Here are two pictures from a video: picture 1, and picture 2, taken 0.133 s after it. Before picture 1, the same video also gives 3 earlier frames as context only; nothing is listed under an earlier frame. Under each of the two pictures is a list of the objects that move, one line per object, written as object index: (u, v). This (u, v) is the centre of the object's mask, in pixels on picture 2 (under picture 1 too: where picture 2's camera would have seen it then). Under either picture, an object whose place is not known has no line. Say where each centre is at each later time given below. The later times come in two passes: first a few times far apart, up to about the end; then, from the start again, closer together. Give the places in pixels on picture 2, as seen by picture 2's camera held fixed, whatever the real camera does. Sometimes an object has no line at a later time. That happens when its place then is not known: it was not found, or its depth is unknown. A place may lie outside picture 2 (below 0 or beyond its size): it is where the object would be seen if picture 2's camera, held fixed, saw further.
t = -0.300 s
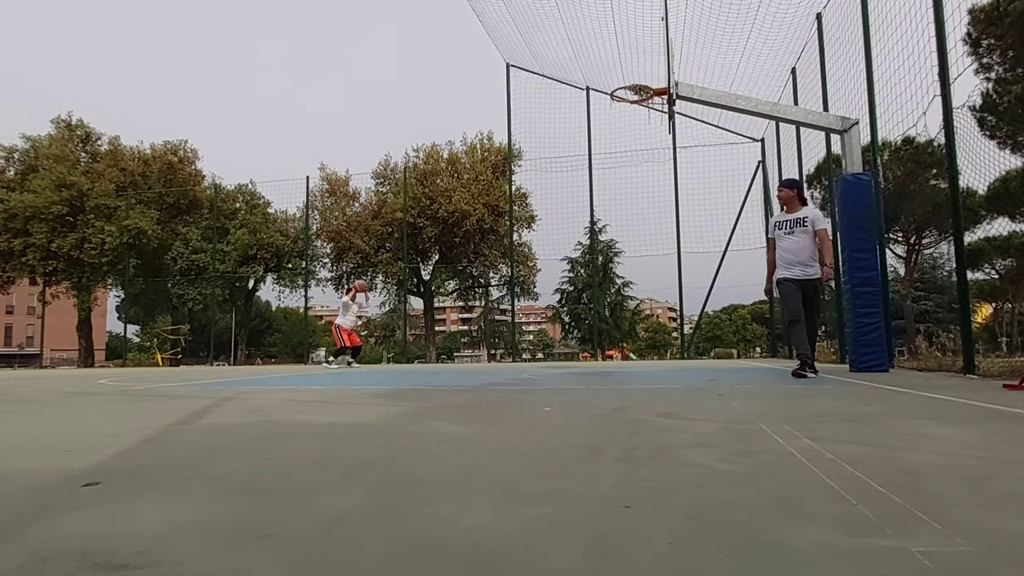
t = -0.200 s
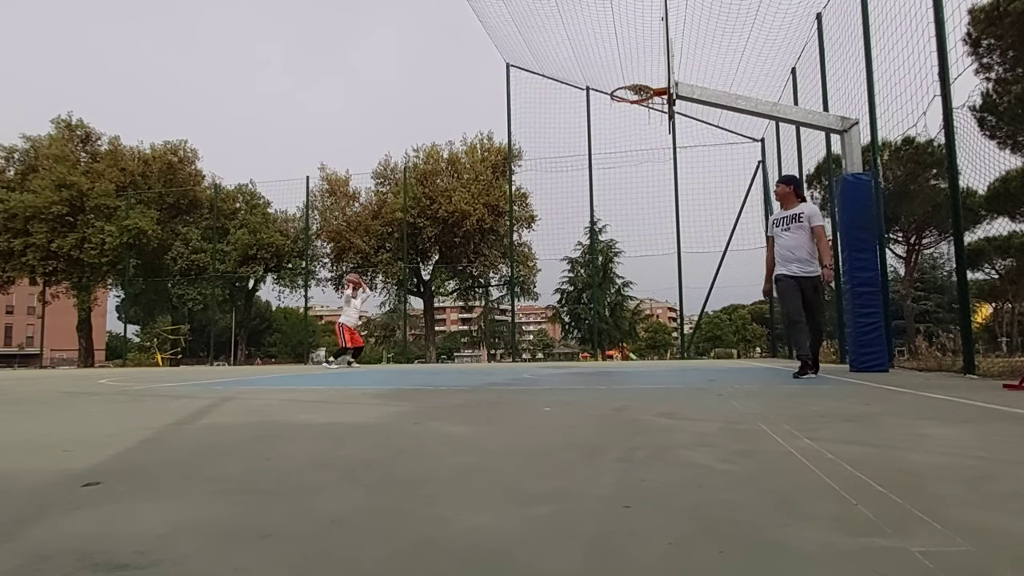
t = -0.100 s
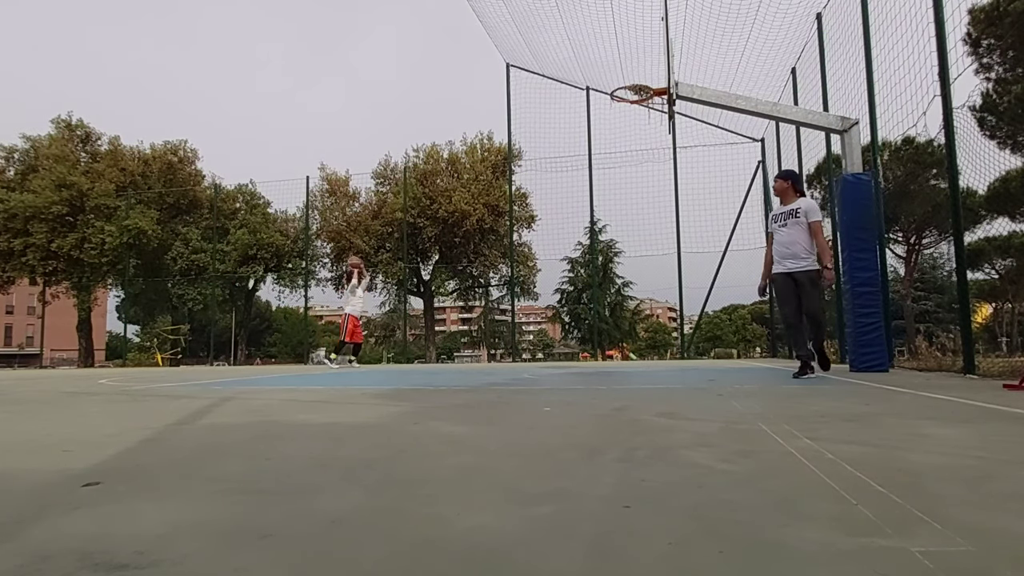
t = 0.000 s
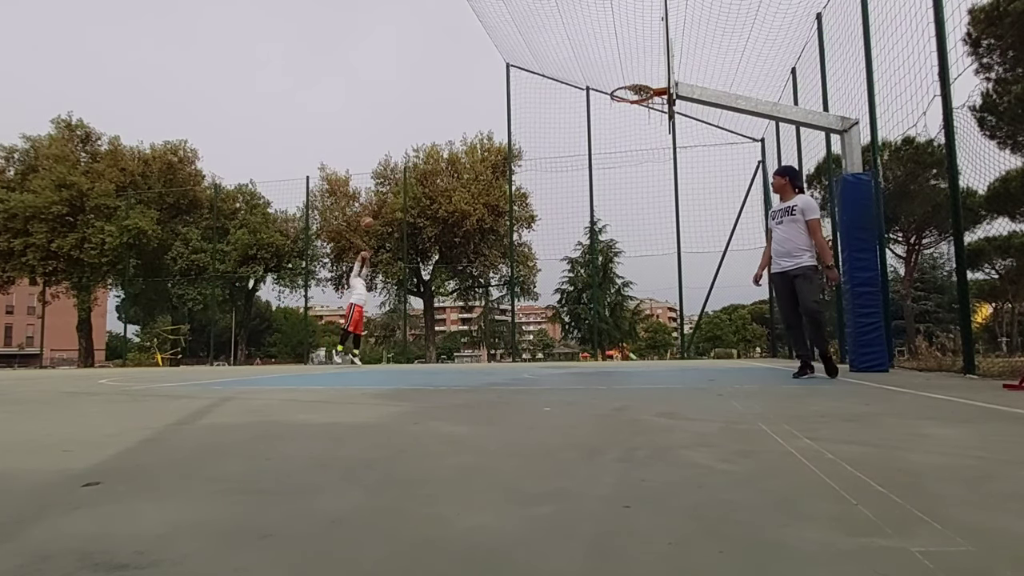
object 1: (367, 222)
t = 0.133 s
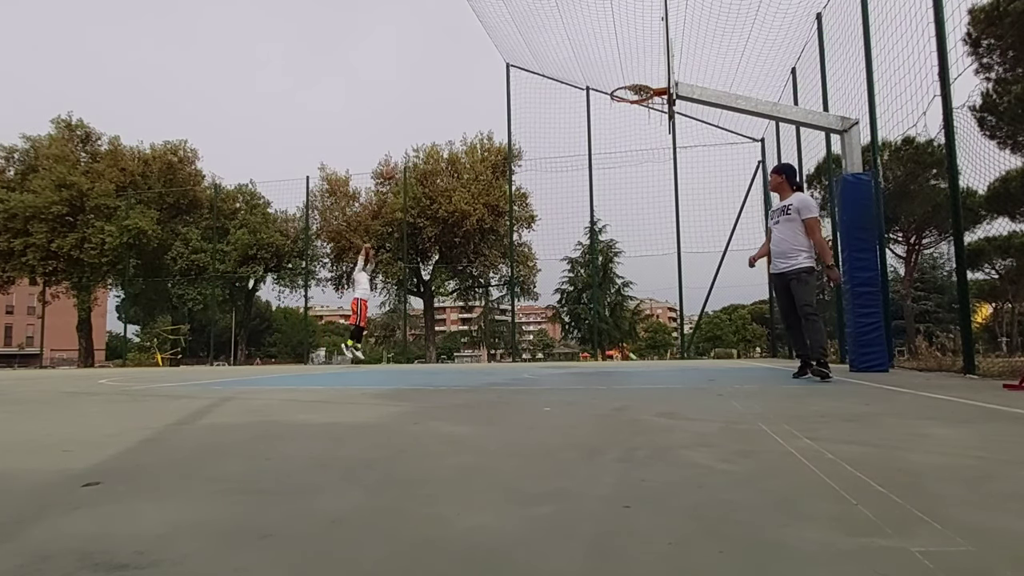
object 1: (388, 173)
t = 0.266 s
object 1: (408, 131)
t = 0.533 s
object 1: (454, 69)
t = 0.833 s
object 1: (518, 43)
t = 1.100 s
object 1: (589, 72)
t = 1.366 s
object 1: (612, 57)
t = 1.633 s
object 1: (615, 57)
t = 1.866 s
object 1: (619, 113)
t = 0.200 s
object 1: (397, 151)
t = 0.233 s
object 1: (402, 141)
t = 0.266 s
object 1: (408, 131)
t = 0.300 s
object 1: (413, 122)
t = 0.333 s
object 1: (419, 112)
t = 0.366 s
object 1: (424, 103)
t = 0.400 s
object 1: (430, 96)
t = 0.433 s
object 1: (435, 88)
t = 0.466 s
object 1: (441, 81)
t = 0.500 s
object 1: (447, 75)
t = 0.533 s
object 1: (454, 69)
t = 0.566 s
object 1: (460, 63)
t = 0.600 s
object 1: (467, 59)
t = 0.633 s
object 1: (473, 55)
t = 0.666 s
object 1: (480, 51)
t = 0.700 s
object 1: (487, 48)
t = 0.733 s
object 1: (494, 46)
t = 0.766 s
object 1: (502, 44)
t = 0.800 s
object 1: (510, 43)
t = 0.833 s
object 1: (518, 43)
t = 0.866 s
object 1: (526, 43)
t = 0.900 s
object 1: (534, 44)
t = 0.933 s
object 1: (542, 47)
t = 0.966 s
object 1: (551, 50)
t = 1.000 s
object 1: (560, 54)
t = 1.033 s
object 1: (569, 59)
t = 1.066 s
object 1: (579, 65)
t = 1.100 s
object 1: (589, 72)
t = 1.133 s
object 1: (599, 80)
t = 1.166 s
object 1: (610, 90)
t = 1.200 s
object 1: (611, 85)
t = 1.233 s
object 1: (611, 77)
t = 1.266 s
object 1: (611, 71)
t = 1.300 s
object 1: (612, 65)
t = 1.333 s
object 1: (612, 61)
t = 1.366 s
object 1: (612, 57)
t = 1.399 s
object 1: (612, 54)
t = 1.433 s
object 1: (612, 52)
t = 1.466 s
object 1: (612, 50)
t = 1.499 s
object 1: (613, 50)
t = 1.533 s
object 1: (613, 50)
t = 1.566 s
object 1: (613, 51)
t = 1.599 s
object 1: (614, 54)
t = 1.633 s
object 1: (615, 57)
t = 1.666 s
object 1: (615, 62)
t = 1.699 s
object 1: (616, 68)
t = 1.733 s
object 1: (617, 75)
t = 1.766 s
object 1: (617, 83)
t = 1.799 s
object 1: (618, 91)
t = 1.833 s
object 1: (618, 102)
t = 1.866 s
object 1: (619, 113)
